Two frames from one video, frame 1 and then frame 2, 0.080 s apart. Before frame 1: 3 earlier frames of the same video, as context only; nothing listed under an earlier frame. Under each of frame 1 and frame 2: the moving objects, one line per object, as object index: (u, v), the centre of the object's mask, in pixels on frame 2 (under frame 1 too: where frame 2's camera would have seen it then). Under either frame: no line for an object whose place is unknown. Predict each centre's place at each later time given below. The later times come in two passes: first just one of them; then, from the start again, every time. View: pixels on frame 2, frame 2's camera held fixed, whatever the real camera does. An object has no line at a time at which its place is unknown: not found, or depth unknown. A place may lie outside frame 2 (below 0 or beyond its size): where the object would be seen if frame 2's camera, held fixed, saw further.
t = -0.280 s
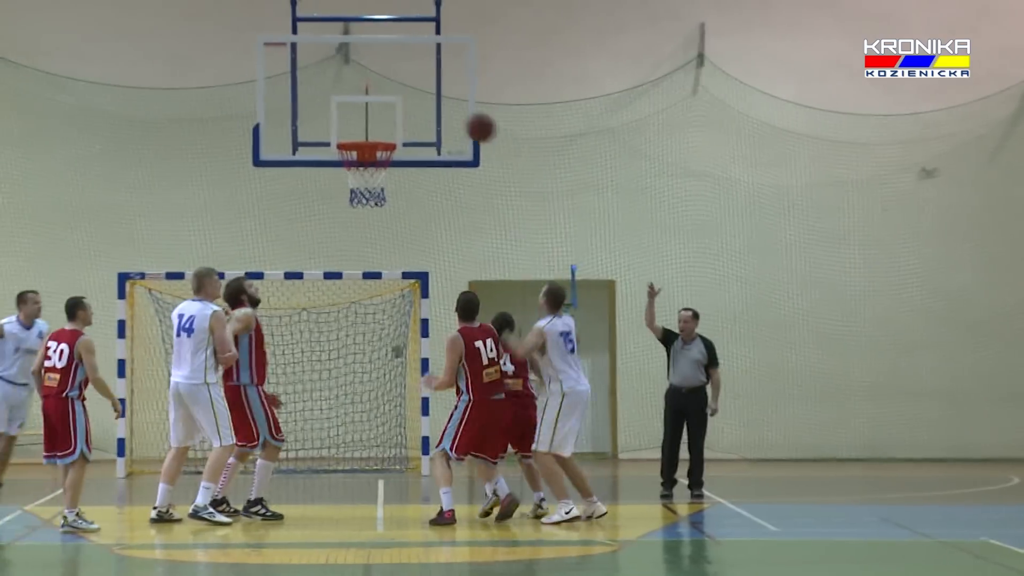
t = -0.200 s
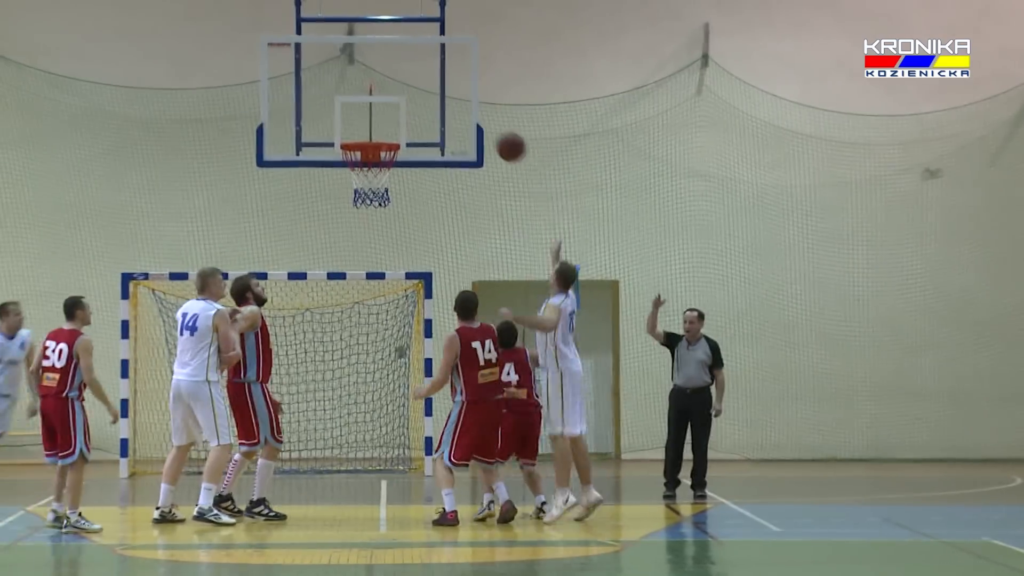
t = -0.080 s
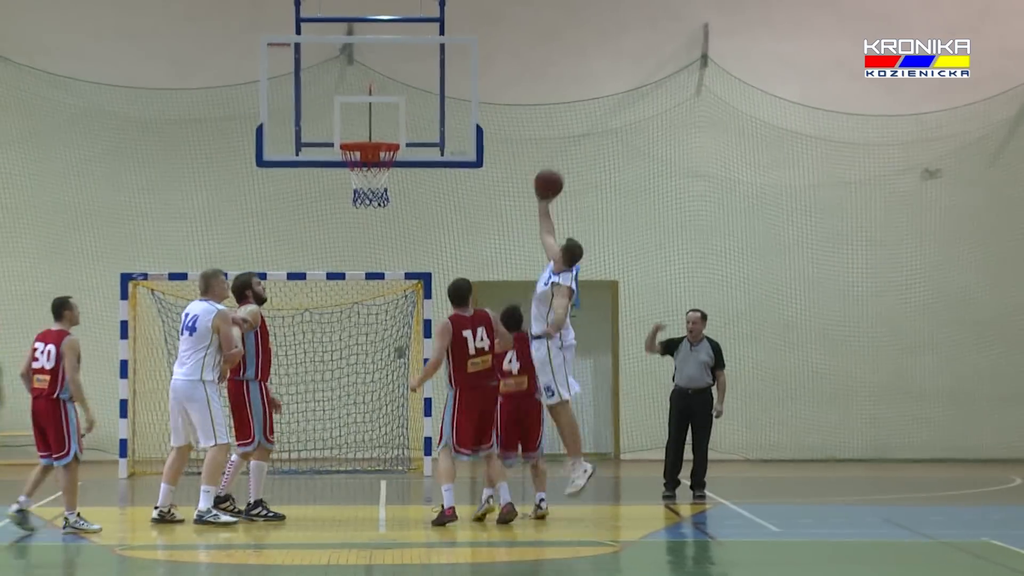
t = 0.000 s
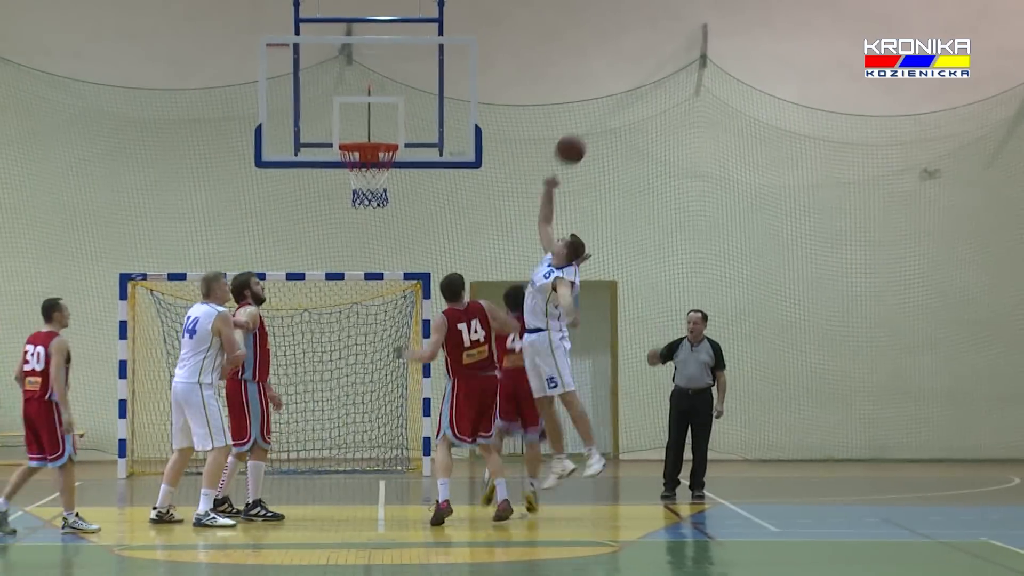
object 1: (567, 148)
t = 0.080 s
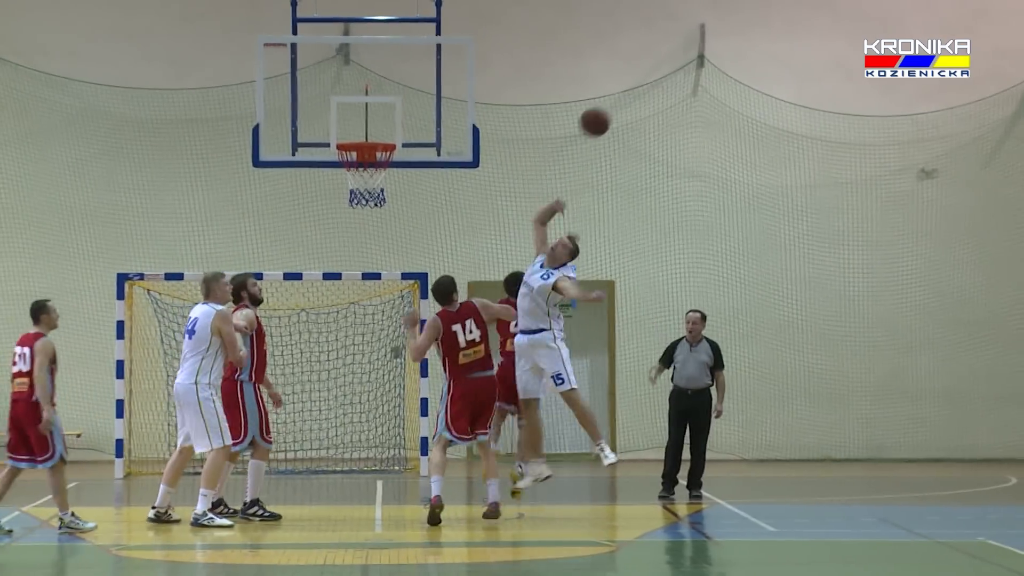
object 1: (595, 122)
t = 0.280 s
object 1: (668, 85)
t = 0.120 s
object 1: (608, 111)
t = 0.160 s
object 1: (623, 101)
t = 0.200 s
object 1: (637, 93)
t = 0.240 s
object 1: (652, 89)
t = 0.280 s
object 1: (668, 85)
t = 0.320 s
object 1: (682, 84)
